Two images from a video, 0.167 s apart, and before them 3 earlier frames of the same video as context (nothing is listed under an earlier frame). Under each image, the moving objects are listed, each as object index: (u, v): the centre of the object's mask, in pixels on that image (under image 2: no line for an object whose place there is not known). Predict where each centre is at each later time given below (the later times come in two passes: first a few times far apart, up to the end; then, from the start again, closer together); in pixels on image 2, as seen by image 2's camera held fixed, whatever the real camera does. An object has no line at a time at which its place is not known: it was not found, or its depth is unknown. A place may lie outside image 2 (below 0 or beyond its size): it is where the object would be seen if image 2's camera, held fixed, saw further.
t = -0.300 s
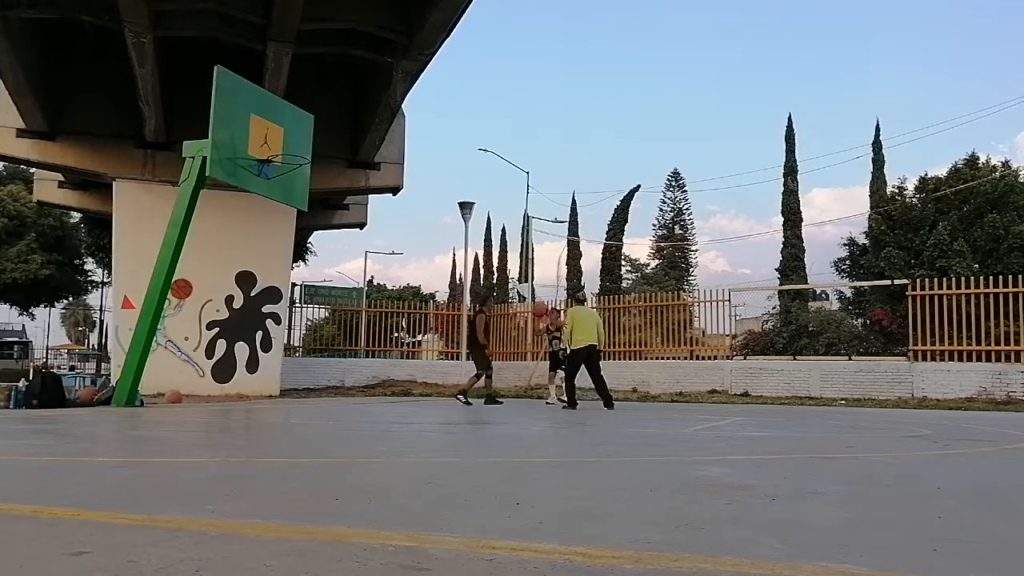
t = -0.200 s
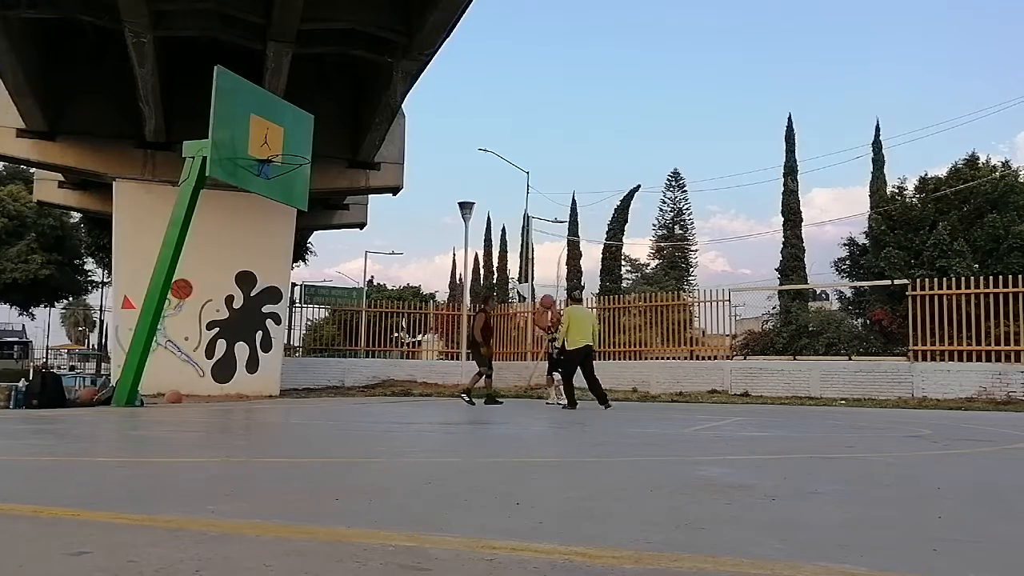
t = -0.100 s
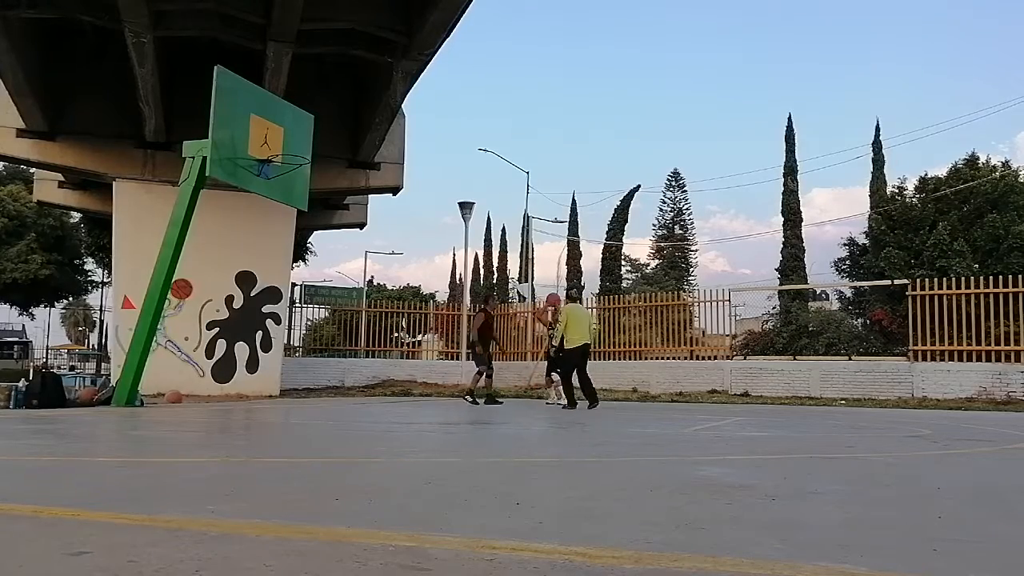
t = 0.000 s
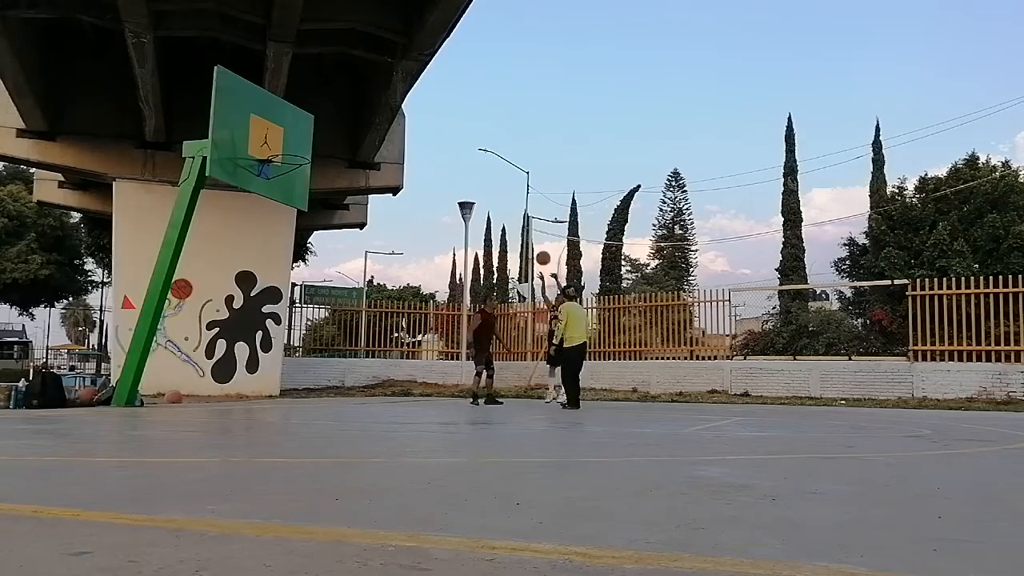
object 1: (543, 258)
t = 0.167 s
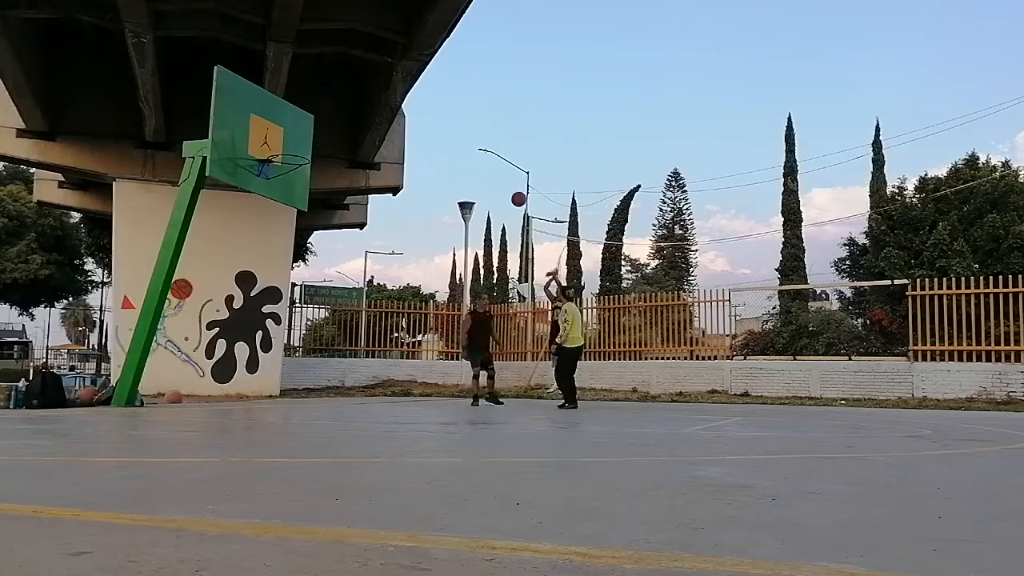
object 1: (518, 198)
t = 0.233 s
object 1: (508, 178)
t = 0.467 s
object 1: (469, 125)
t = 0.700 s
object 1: (425, 104)
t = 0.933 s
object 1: (375, 119)
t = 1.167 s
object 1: (314, 182)
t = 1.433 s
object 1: (228, 333)
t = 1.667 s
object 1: (181, 315)
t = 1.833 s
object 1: (161, 233)
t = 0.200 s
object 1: (513, 188)
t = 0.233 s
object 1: (508, 178)
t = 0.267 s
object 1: (502, 169)
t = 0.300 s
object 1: (497, 160)
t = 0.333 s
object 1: (492, 152)
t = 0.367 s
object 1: (486, 143)
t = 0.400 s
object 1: (481, 137)
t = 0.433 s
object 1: (475, 131)
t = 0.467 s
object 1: (469, 125)
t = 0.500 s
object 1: (463, 120)
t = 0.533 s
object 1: (457, 116)
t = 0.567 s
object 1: (451, 111)
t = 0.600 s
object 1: (445, 109)
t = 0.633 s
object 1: (439, 106)
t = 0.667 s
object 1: (432, 104)
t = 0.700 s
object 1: (425, 104)
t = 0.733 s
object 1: (419, 103)
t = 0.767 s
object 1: (412, 104)
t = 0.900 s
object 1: (383, 114)
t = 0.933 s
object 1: (375, 119)
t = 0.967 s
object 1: (367, 125)
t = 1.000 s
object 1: (359, 133)
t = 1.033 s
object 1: (350, 140)
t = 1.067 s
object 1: (342, 149)
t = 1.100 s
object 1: (332, 158)
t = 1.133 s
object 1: (323, 170)
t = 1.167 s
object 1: (314, 182)
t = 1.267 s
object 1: (284, 228)
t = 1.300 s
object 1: (273, 246)
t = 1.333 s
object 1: (262, 265)
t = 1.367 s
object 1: (251, 286)
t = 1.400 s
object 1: (240, 309)
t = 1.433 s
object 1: (228, 333)
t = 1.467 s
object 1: (216, 359)
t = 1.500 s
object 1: (203, 388)
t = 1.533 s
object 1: (195, 396)
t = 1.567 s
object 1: (192, 374)
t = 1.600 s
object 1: (188, 354)
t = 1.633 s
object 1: (184, 333)
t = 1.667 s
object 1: (181, 315)
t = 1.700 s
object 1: (176, 297)
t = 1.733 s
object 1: (173, 279)
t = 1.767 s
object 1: (169, 264)
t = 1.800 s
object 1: (166, 248)
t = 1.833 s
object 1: (161, 233)
